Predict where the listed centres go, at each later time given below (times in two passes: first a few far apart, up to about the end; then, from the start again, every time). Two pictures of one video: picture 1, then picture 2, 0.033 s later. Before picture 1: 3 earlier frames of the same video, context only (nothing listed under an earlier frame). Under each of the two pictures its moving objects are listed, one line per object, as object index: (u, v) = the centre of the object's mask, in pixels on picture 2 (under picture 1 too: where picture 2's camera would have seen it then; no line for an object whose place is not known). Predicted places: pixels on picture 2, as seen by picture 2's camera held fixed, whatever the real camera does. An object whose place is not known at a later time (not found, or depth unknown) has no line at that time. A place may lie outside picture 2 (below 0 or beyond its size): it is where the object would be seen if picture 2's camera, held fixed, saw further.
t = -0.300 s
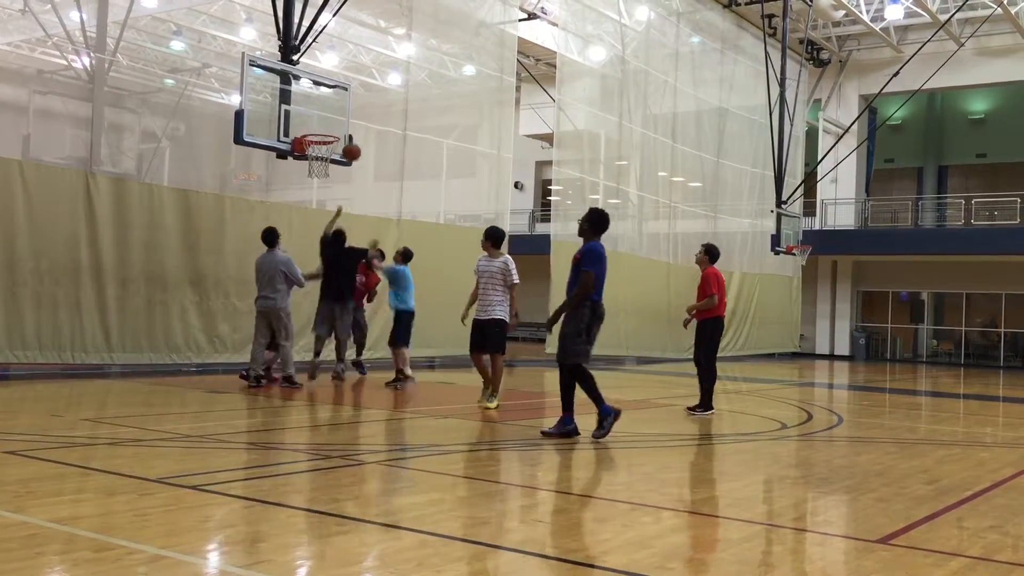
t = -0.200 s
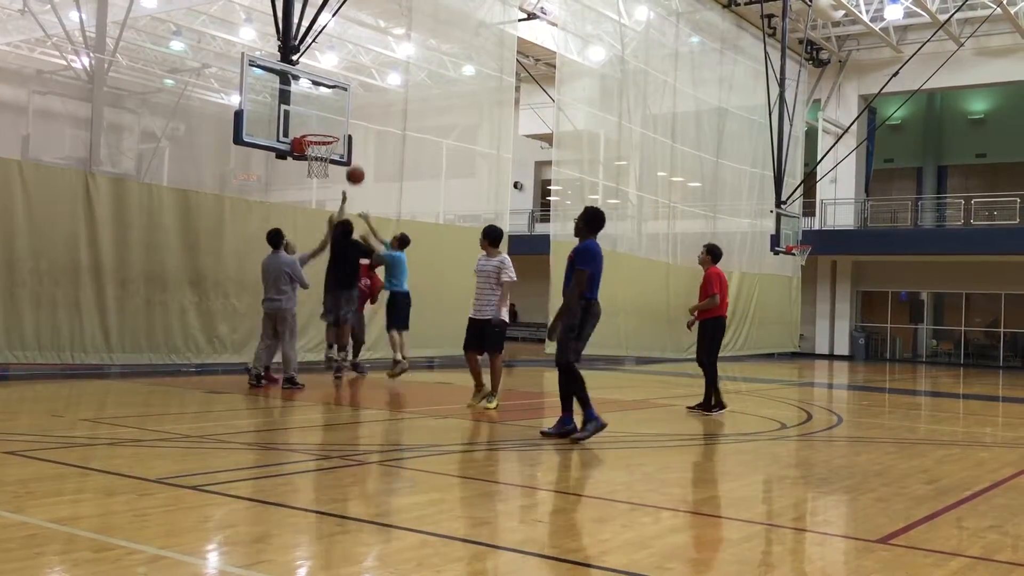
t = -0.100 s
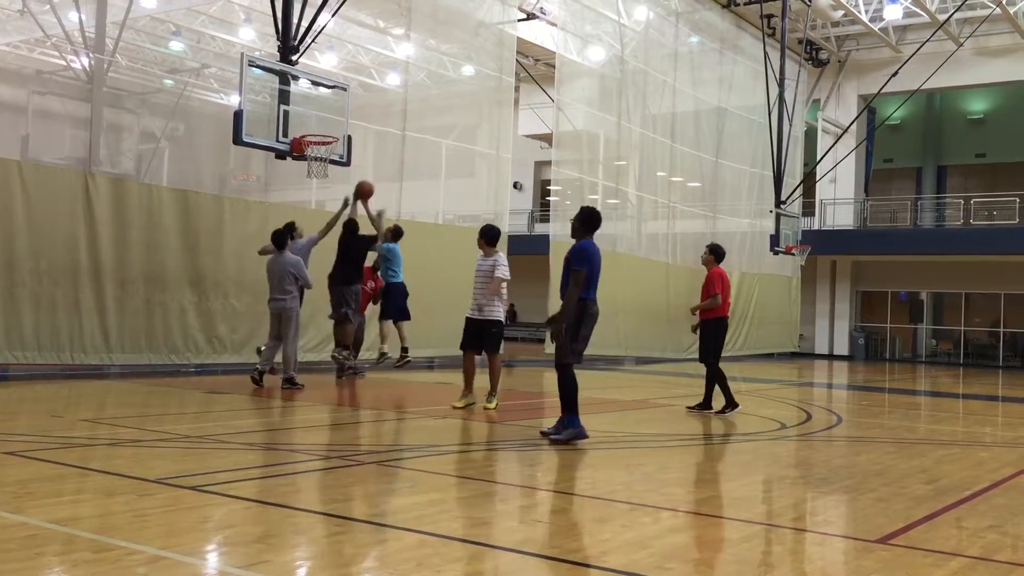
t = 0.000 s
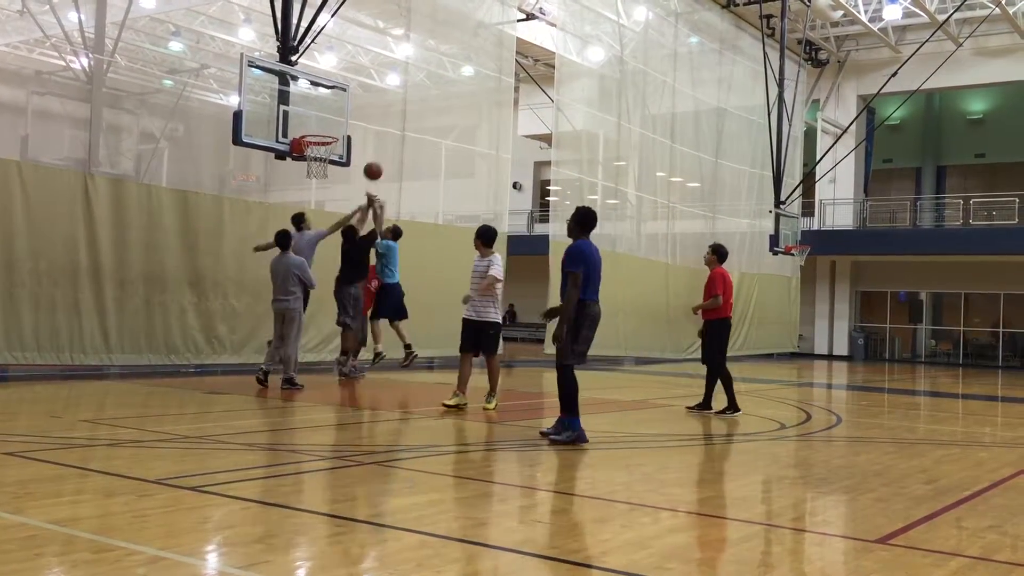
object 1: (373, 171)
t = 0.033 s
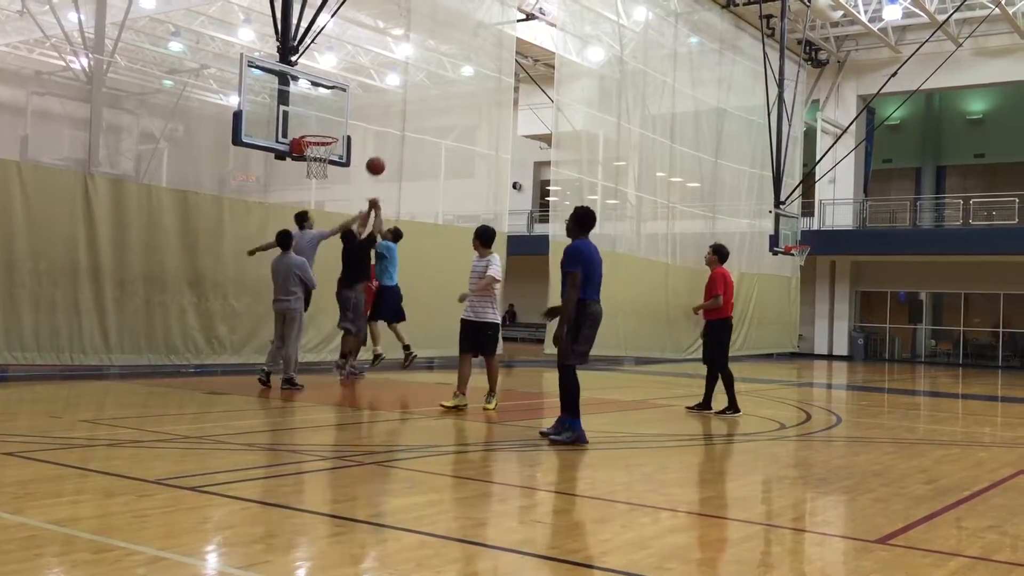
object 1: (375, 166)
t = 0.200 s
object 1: (389, 151)
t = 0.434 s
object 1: (406, 166)
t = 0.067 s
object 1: (378, 161)
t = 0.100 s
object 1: (381, 157)
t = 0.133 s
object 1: (383, 154)
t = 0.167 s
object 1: (386, 152)
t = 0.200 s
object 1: (389, 151)
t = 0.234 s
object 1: (391, 151)
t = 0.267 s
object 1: (394, 151)
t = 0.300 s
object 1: (396, 152)
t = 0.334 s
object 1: (399, 154)
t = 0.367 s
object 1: (401, 157)
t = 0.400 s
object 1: (404, 161)
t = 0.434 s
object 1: (406, 166)
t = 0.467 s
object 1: (409, 172)
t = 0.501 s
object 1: (411, 179)
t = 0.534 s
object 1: (413, 187)
